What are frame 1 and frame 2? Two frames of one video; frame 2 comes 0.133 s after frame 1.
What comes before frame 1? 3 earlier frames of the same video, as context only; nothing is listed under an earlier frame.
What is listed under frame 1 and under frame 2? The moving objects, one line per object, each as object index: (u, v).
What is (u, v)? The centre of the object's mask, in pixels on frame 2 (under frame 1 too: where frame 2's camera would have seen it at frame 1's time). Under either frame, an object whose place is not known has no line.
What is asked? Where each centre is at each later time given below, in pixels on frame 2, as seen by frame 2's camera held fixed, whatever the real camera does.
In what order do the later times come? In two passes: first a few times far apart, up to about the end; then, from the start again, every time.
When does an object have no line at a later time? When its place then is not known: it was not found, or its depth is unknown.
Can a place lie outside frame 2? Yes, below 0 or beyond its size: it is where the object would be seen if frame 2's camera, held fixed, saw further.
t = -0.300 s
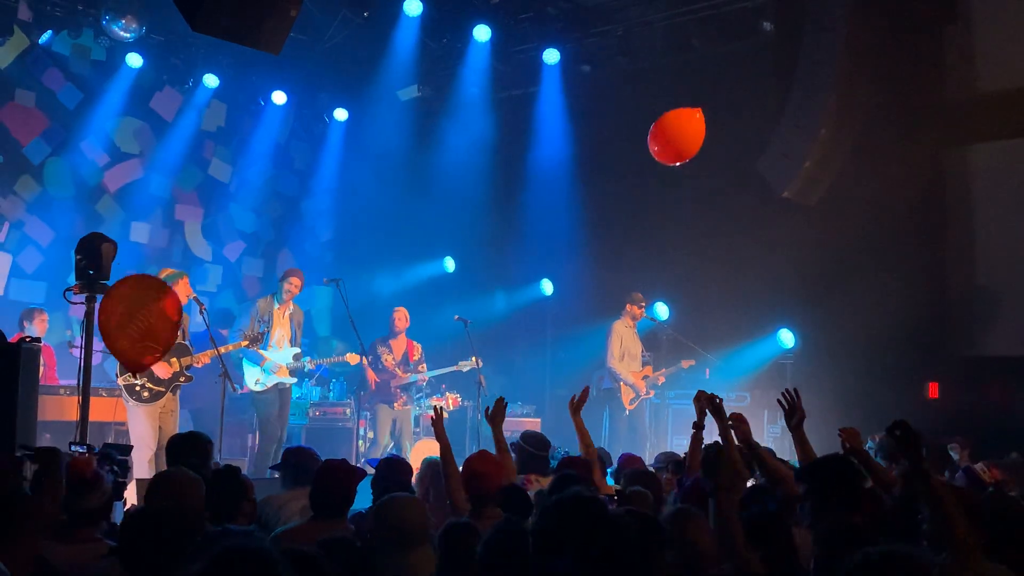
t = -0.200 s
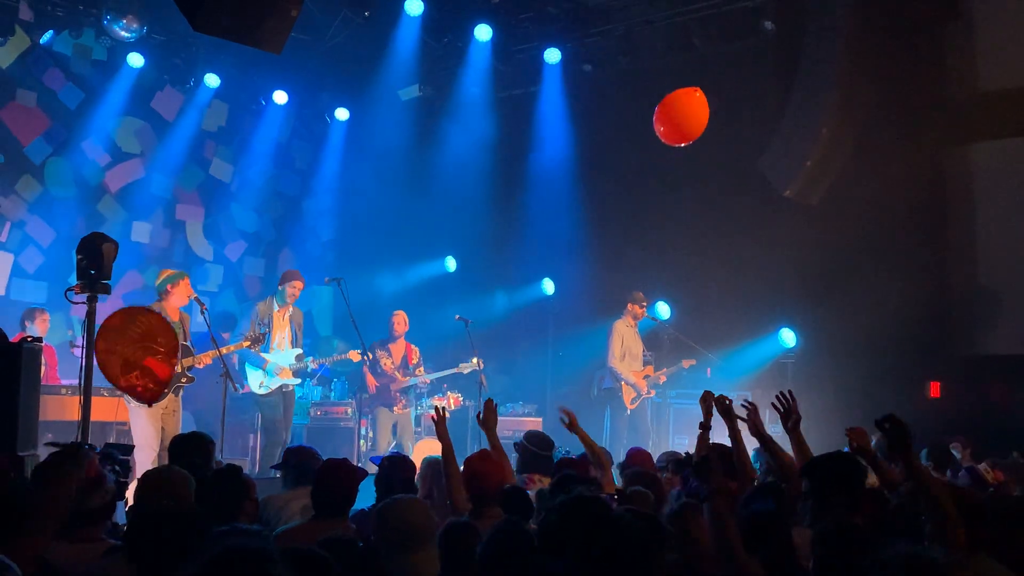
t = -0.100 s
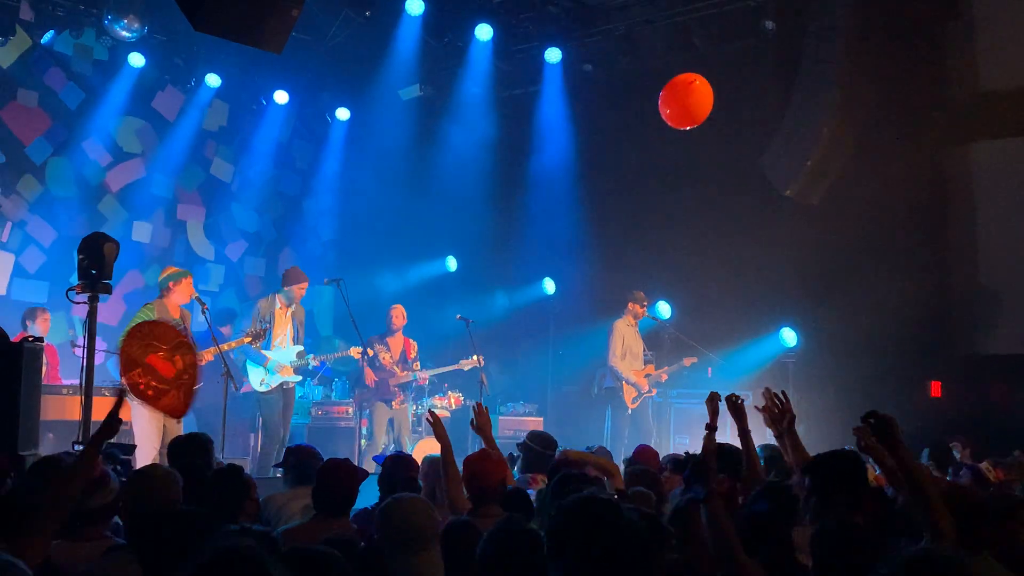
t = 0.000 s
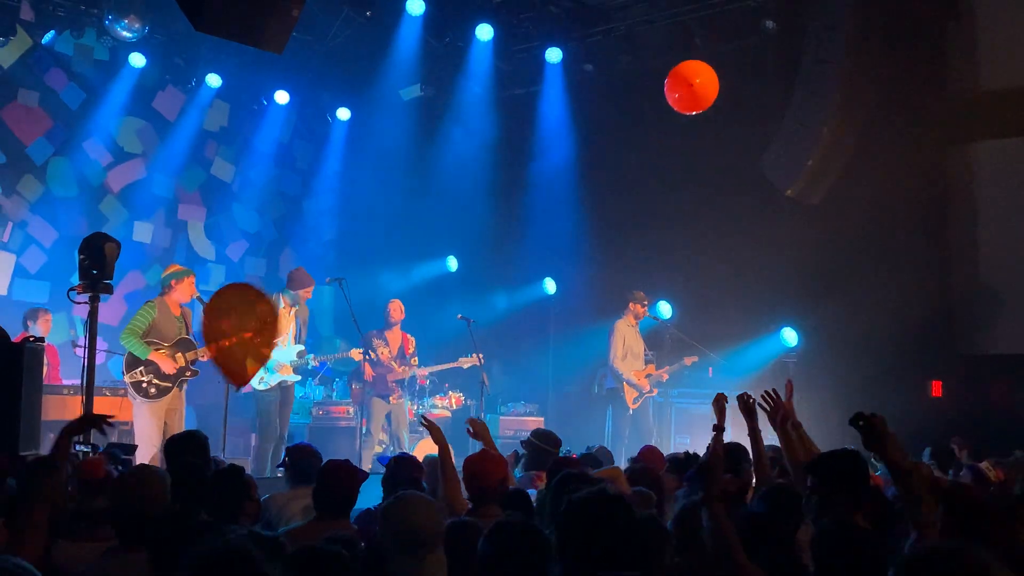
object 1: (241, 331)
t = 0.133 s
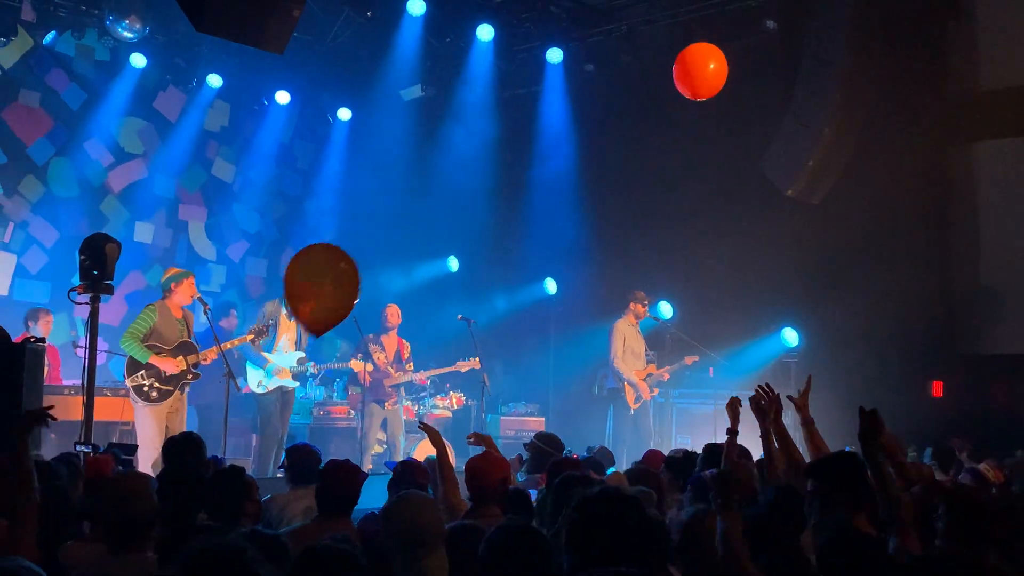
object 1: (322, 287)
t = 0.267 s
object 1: (371, 250)
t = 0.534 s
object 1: (423, 199)
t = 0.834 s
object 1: (449, 175)
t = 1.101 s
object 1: (462, 182)
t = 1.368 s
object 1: (469, 214)
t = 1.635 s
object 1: (457, 263)
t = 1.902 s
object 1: (436, 319)
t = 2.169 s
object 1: (415, 384)
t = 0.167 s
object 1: (337, 277)
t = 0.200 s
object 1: (350, 267)
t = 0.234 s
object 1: (362, 258)
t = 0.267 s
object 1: (371, 250)
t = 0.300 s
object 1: (380, 242)
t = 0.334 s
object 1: (388, 234)
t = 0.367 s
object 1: (396, 228)
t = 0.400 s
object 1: (402, 221)
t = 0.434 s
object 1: (408, 215)
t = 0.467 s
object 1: (414, 209)
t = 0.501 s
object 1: (419, 204)
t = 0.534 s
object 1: (423, 199)
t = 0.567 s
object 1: (427, 195)
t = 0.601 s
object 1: (431, 191)
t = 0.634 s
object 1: (435, 187)
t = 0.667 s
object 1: (438, 184)
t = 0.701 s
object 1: (440, 182)
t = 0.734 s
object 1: (443, 180)
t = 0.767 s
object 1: (445, 178)
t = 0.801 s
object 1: (447, 176)
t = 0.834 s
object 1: (449, 175)
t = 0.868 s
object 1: (451, 175)
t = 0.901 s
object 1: (453, 175)
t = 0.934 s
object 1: (455, 175)
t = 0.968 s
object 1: (456, 176)
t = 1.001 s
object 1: (458, 177)
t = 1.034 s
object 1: (459, 178)
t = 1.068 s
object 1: (461, 180)
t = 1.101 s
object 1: (462, 182)
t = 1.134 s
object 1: (464, 185)
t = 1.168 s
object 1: (465, 188)
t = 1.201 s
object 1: (466, 191)
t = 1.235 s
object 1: (467, 195)
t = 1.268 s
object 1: (468, 199)
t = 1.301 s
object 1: (469, 204)
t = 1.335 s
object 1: (469, 209)
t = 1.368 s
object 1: (469, 214)
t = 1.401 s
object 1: (469, 219)
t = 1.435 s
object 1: (469, 225)
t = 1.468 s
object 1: (467, 231)
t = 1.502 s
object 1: (466, 237)
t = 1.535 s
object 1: (464, 243)
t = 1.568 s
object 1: (462, 250)
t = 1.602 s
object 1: (460, 256)
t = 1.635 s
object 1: (457, 263)
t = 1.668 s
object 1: (455, 269)
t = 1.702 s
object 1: (452, 276)
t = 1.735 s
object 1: (449, 283)
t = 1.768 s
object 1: (446, 289)
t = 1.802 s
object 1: (444, 296)
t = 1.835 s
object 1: (441, 304)
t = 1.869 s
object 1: (439, 311)
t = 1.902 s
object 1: (436, 319)
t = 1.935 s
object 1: (434, 327)
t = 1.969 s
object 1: (431, 335)
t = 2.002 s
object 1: (429, 343)
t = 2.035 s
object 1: (426, 351)
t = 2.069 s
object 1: (424, 359)
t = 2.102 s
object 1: (421, 367)
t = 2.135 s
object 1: (419, 375)
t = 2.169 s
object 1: (415, 384)
